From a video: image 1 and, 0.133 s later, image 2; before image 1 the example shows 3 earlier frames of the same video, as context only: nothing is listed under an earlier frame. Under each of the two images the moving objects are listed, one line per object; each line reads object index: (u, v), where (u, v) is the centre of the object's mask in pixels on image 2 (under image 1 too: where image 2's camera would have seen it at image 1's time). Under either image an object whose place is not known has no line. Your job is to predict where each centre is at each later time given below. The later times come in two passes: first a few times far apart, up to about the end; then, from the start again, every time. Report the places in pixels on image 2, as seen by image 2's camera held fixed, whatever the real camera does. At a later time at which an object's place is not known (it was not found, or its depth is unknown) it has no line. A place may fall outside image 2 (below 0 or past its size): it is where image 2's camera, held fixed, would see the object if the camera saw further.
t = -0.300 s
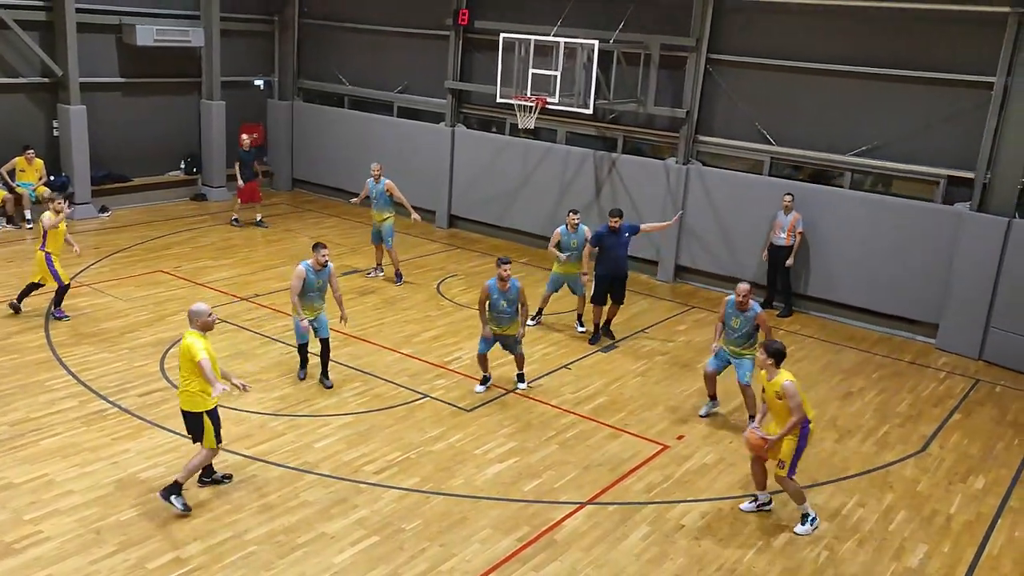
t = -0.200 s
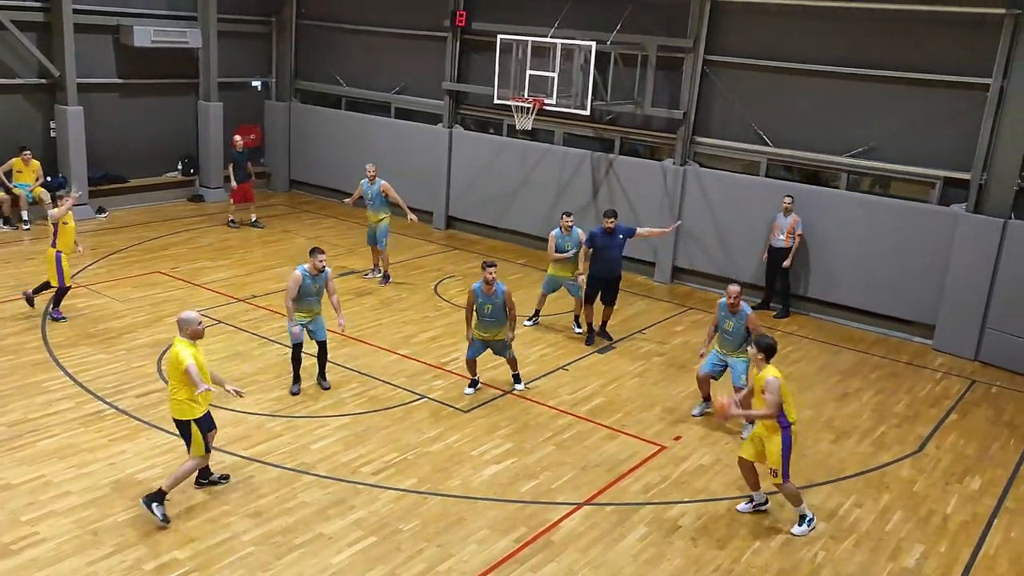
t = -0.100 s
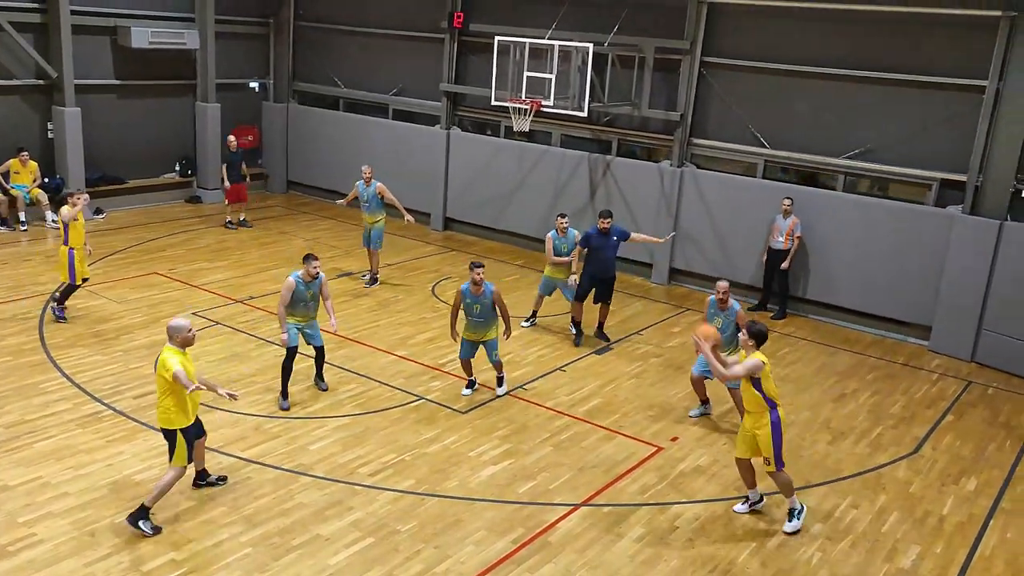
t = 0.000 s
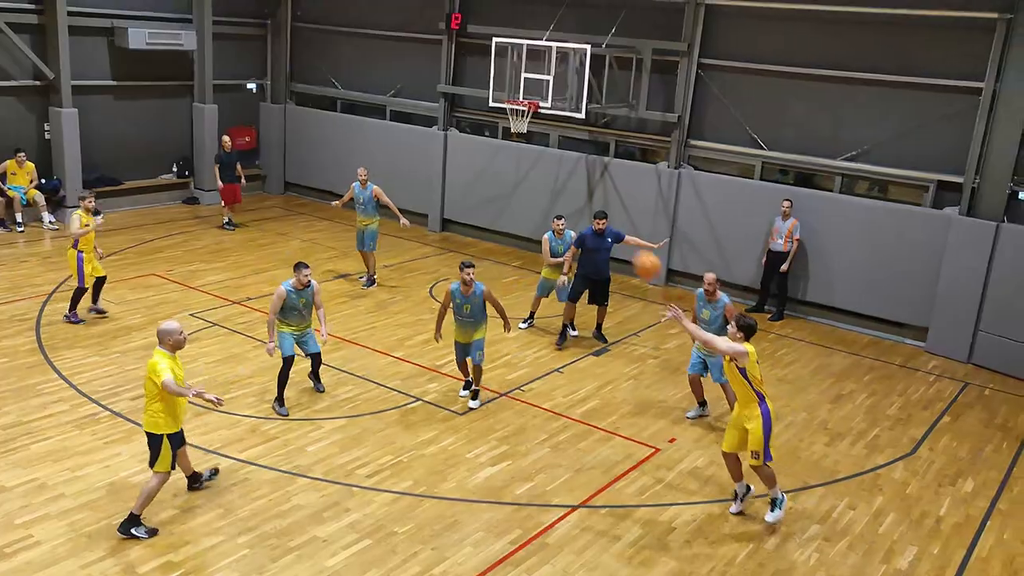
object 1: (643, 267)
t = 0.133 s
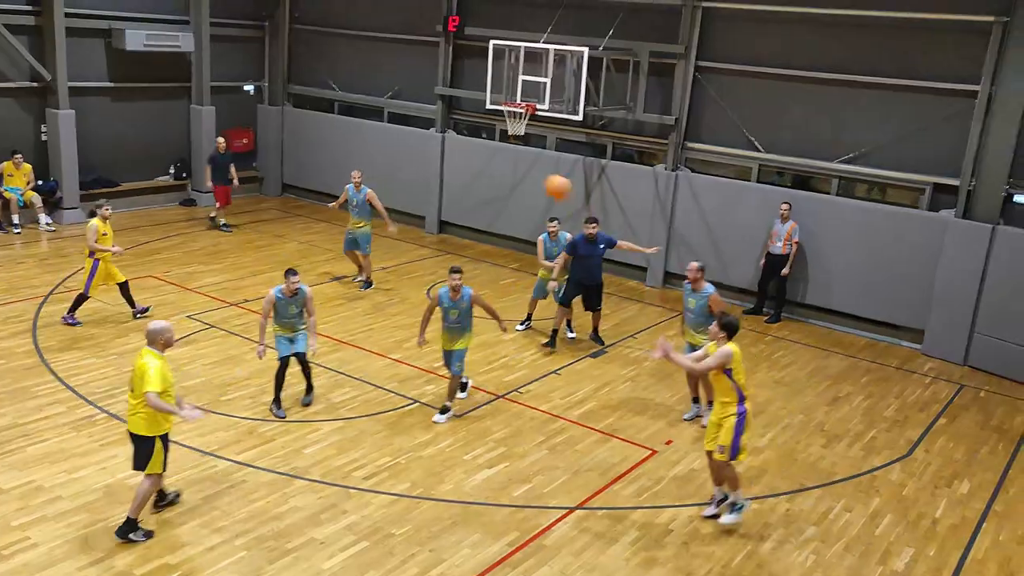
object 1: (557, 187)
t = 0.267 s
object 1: (479, 131)
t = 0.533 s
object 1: (344, 82)
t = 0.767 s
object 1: (249, 91)
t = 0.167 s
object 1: (537, 171)
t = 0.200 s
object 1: (517, 156)
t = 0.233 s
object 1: (498, 143)
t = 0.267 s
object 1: (479, 131)
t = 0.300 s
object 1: (461, 121)
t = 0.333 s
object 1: (443, 112)
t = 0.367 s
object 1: (424, 104)
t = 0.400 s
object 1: (408, 97)
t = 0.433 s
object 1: (391, 91)
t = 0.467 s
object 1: (375, 87)
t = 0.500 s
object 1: (359, 84)
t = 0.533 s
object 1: (344, 82)
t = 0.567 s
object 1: (330, 80)
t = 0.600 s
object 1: (315, 80)
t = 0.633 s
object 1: (301, 80)
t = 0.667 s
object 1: (288, 81)
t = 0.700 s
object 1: (274, 84)
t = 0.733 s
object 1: (261, 87)
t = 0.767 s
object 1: (249, 91)
